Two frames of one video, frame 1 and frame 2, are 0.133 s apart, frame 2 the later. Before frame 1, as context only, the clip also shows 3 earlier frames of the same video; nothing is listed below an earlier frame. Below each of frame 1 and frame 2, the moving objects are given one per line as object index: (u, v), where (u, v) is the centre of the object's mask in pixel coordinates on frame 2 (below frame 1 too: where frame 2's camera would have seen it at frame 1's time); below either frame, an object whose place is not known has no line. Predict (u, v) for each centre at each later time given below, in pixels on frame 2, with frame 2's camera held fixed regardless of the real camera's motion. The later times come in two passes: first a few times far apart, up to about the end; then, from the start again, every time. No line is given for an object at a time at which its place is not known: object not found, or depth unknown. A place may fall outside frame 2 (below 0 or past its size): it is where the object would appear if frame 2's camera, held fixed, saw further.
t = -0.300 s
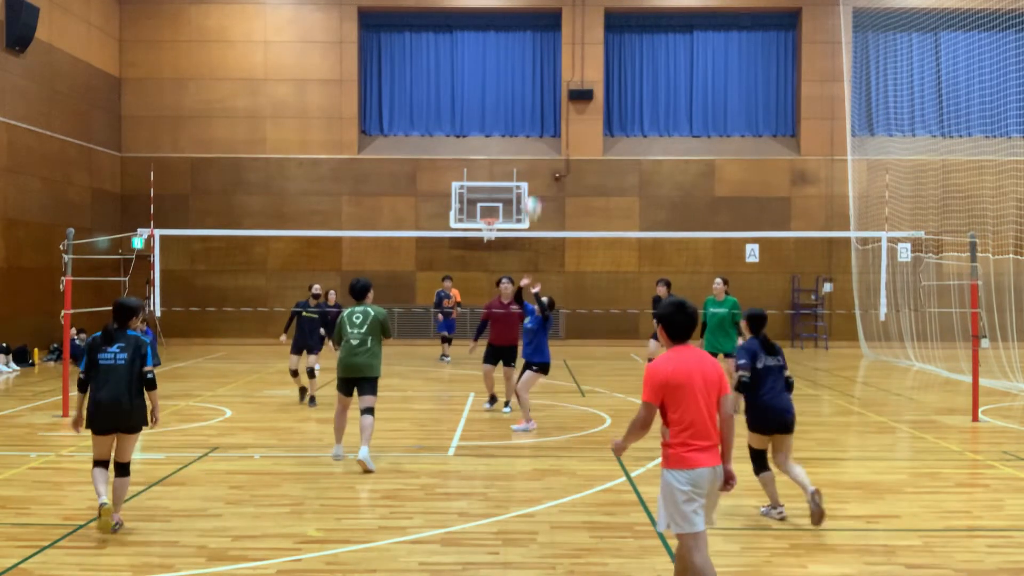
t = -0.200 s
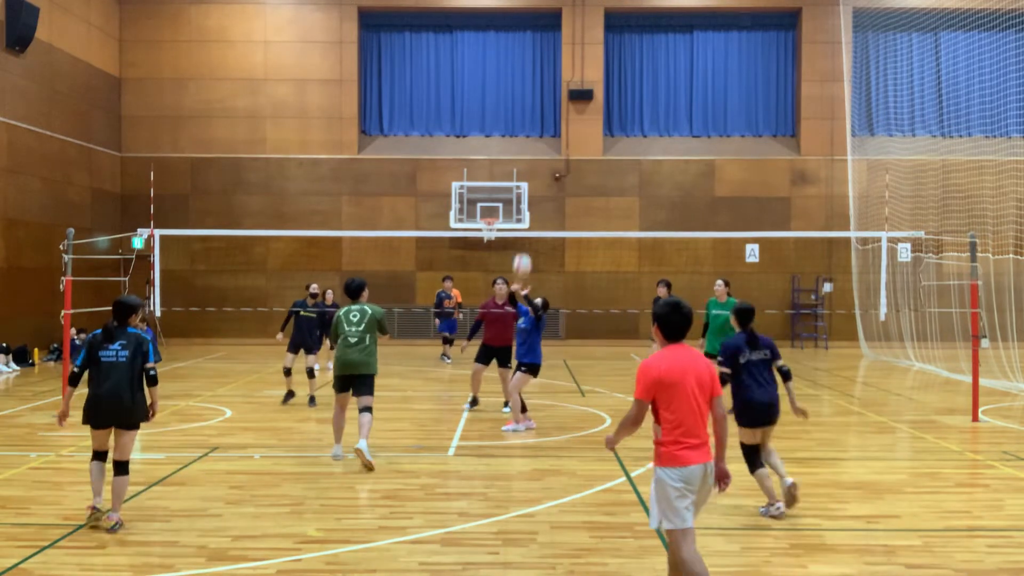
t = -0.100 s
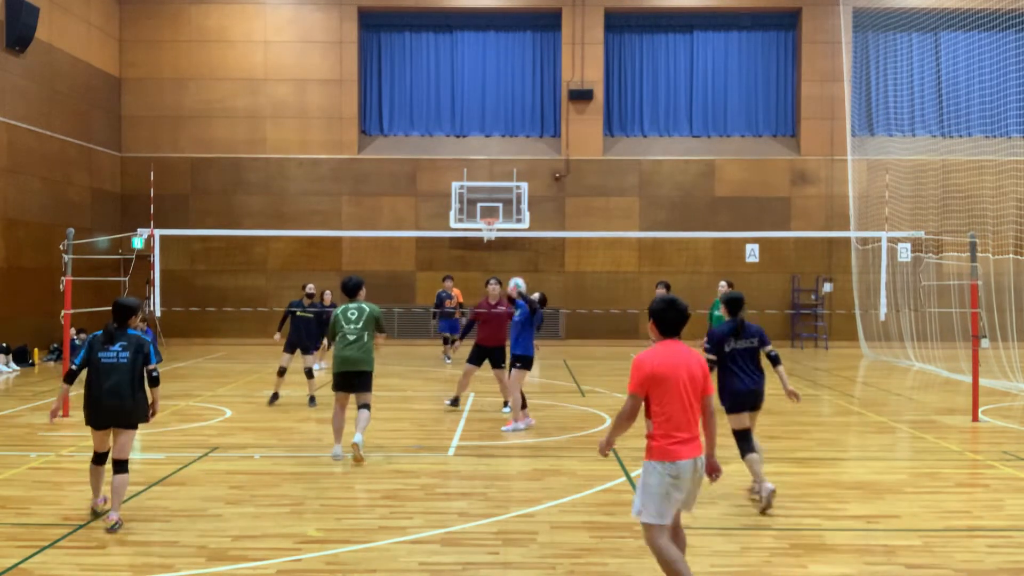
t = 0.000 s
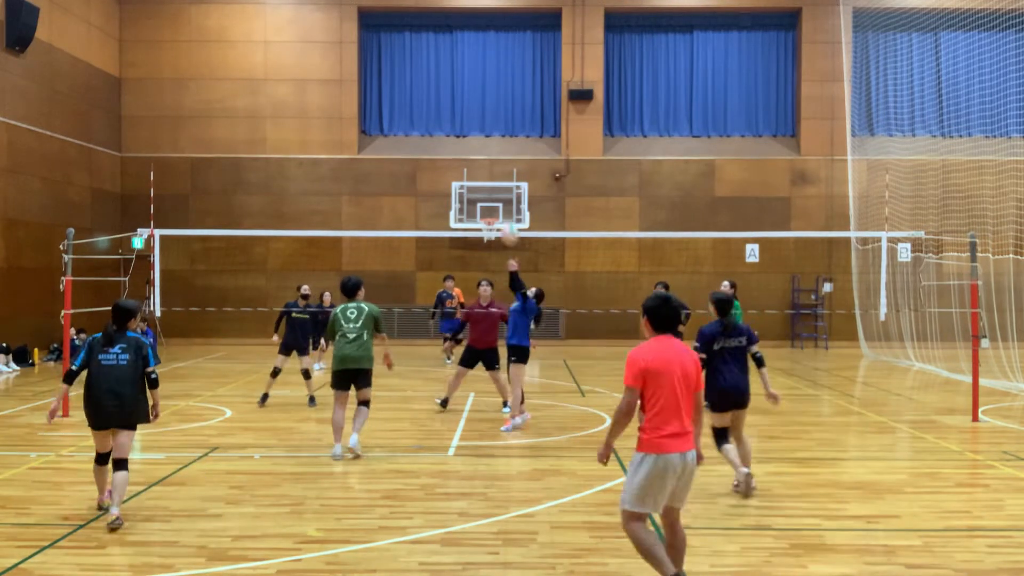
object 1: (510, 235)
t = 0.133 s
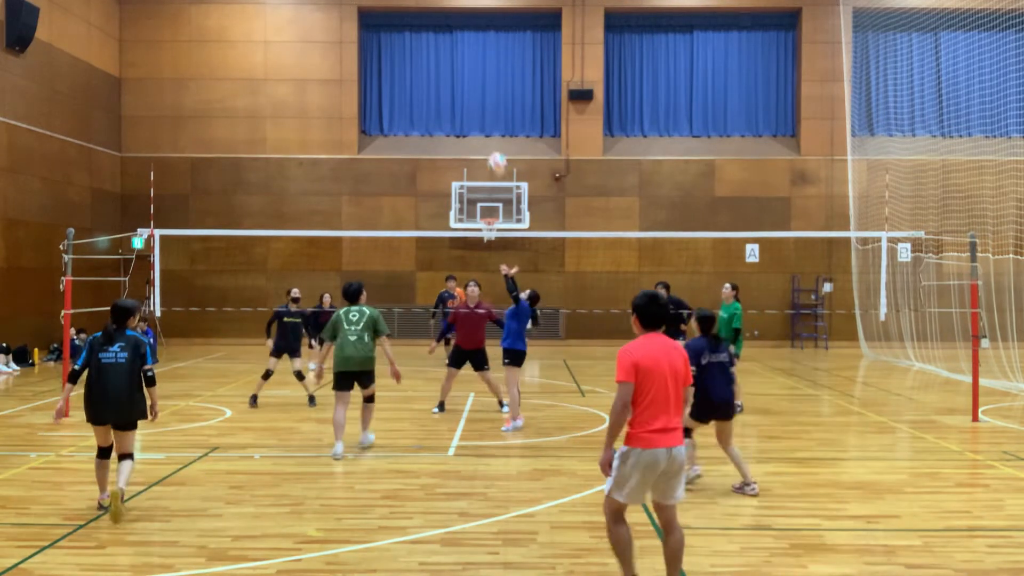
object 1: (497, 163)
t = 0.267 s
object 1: (485, 112)
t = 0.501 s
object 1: (464, 60)
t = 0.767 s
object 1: (441, 58)
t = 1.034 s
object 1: (419, 115)
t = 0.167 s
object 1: (494, 148)
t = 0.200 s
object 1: (491, 135)
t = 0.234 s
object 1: (488, 124)
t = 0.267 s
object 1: (485, 112)
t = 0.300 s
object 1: (482, 102)
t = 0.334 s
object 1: (479, 92)
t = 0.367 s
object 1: (476, 84)
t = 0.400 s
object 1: (473, 76)
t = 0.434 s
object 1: (470, 70)
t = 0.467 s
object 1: (467, 64)
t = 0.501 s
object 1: (464, 60)
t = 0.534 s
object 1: (461, 57)
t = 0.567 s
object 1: (458, 54)
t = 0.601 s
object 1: (455, 53)
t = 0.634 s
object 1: (452, 52)
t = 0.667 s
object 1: (449, 52)
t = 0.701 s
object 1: (446, 53)
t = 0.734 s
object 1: (444, 56)
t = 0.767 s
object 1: (441, 58)
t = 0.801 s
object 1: (438, 62)
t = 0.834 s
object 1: (435, 67)
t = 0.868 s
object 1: (433, 73)
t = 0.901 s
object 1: (430, 80)
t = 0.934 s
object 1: (427, 87)
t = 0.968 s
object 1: (424, 96)
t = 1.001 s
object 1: (421, 105)
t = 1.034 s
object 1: (419, 115)
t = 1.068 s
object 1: (416, 126)
